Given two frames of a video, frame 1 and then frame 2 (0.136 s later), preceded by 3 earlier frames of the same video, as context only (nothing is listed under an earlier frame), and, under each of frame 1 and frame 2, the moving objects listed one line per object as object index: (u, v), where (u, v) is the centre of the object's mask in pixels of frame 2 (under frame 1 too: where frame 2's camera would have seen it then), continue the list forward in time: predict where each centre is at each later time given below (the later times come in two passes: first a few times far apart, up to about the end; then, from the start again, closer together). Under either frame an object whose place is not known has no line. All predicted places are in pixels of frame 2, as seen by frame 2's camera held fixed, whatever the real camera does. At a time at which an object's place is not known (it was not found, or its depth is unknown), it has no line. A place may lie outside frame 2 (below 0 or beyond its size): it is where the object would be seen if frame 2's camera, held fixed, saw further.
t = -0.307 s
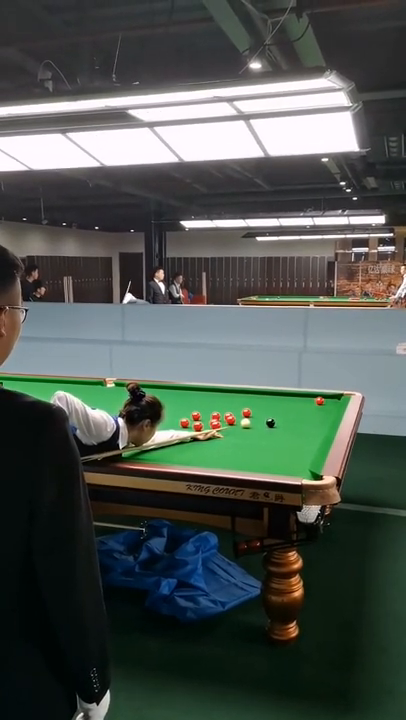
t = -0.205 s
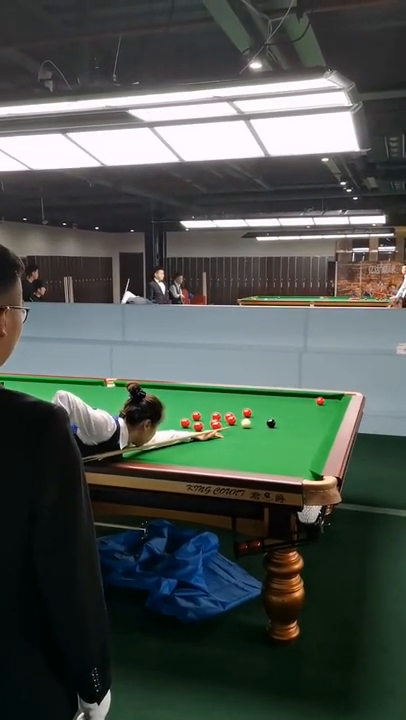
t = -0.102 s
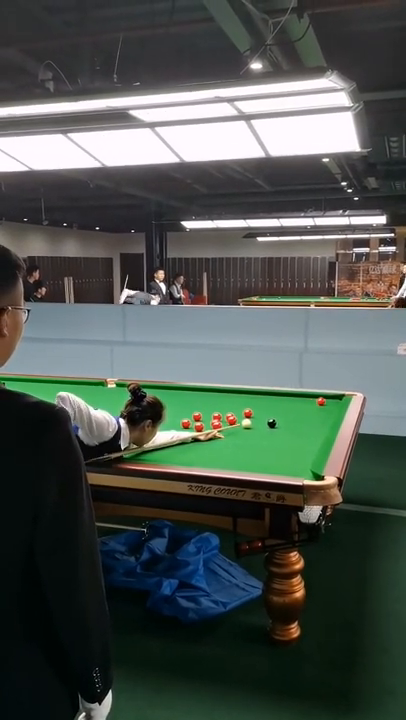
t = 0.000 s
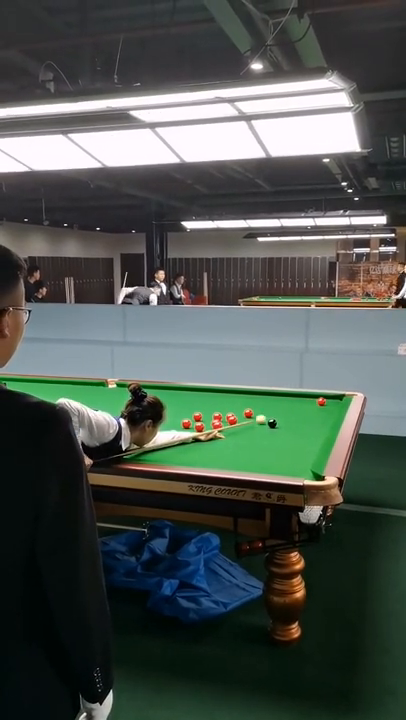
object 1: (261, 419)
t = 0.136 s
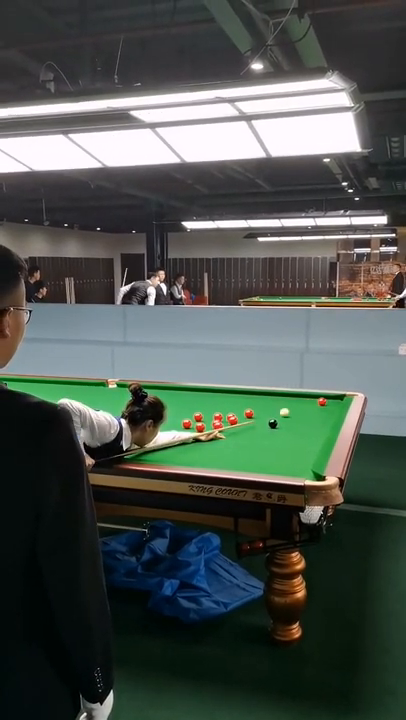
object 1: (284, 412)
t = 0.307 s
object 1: (308, 405)
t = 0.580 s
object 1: (315, 400)
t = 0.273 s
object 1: (303, 406)
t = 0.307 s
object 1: (308, 405)
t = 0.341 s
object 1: (312, 403)
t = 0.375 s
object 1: (316, 402)
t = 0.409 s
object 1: (316, 402)
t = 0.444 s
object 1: (315, 402)
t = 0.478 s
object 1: (314, 401)
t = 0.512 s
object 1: (314, 401)
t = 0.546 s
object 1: (314, 400)
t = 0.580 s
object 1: (315, 400)
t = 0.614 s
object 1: (315, 399)
